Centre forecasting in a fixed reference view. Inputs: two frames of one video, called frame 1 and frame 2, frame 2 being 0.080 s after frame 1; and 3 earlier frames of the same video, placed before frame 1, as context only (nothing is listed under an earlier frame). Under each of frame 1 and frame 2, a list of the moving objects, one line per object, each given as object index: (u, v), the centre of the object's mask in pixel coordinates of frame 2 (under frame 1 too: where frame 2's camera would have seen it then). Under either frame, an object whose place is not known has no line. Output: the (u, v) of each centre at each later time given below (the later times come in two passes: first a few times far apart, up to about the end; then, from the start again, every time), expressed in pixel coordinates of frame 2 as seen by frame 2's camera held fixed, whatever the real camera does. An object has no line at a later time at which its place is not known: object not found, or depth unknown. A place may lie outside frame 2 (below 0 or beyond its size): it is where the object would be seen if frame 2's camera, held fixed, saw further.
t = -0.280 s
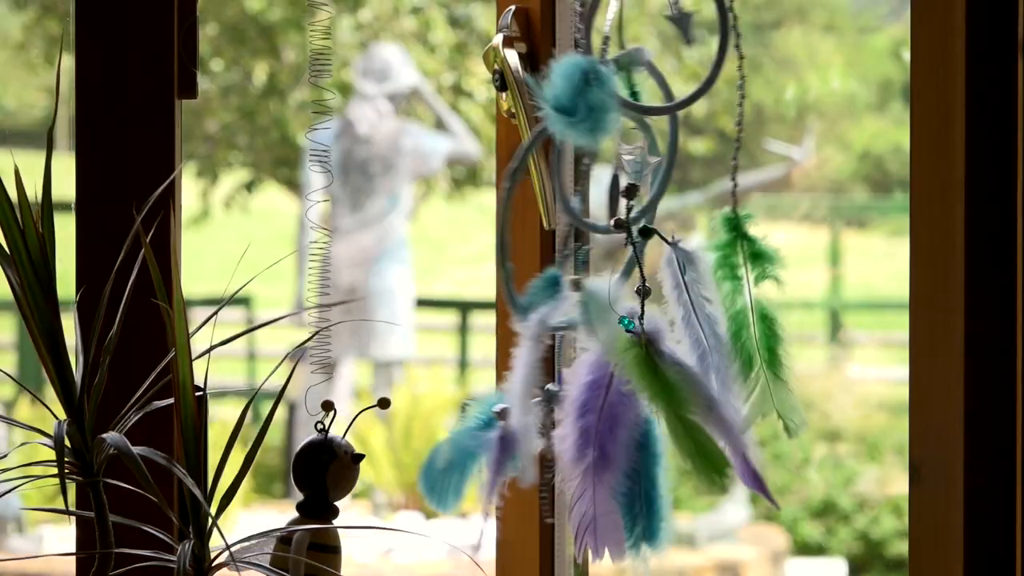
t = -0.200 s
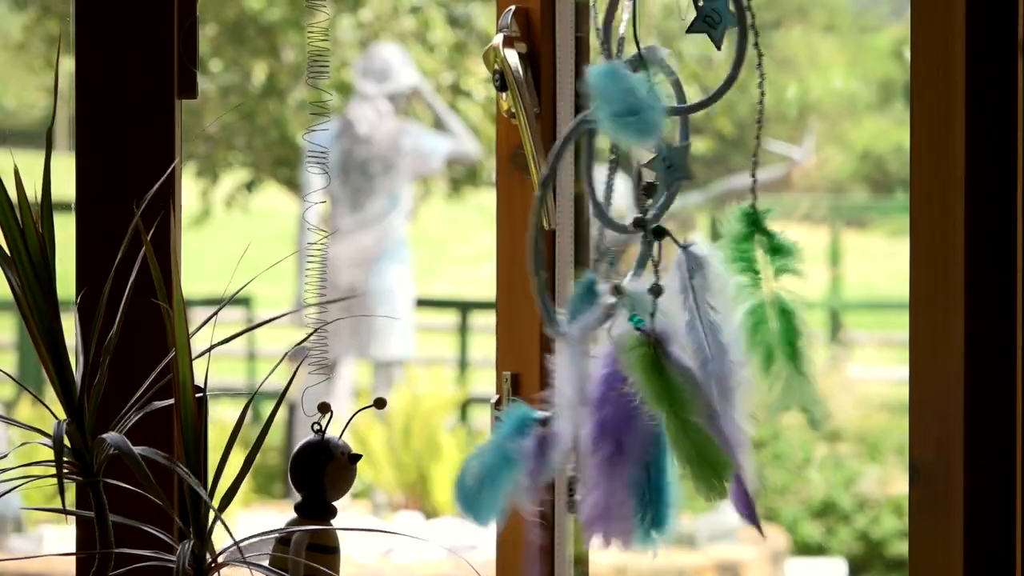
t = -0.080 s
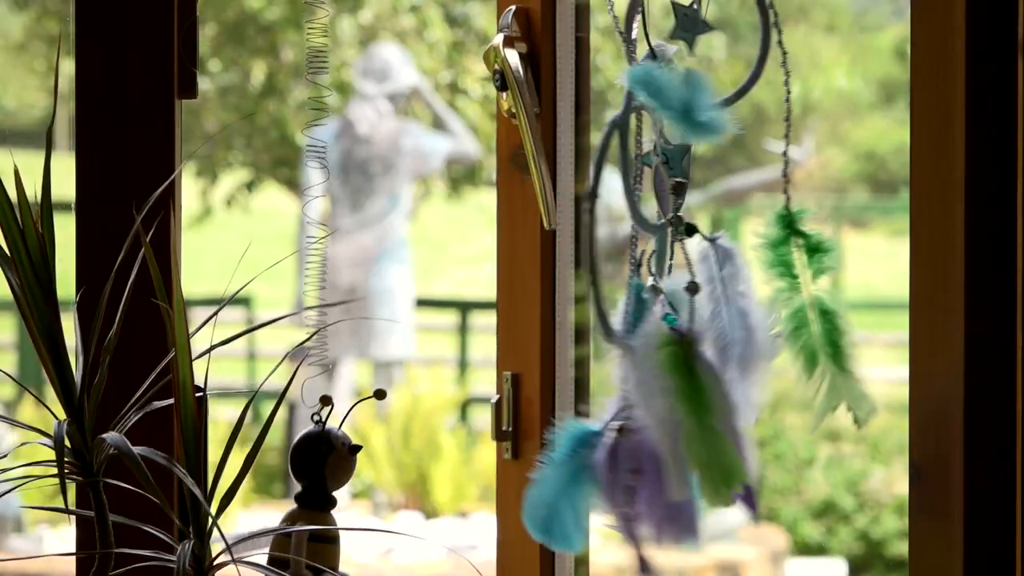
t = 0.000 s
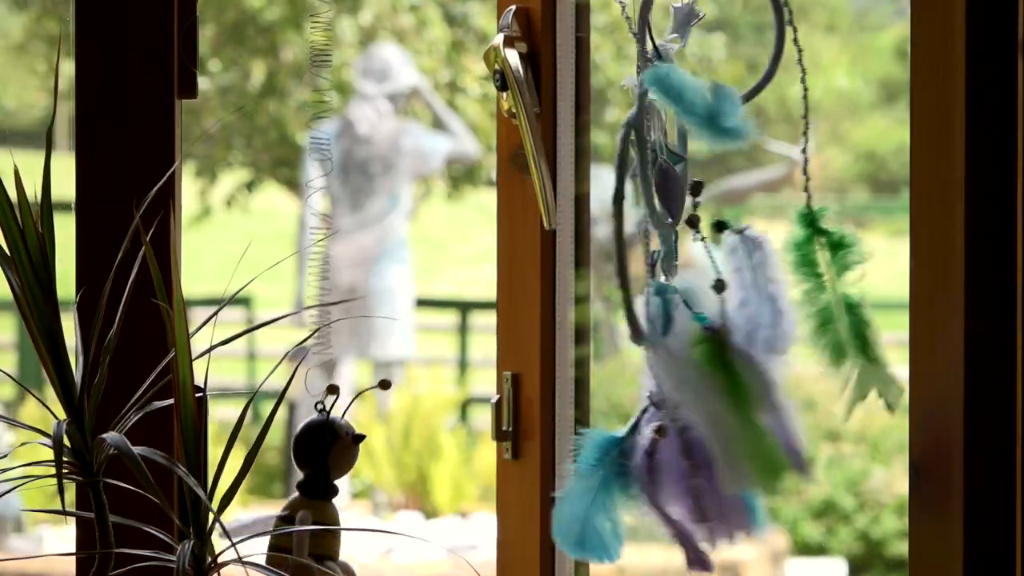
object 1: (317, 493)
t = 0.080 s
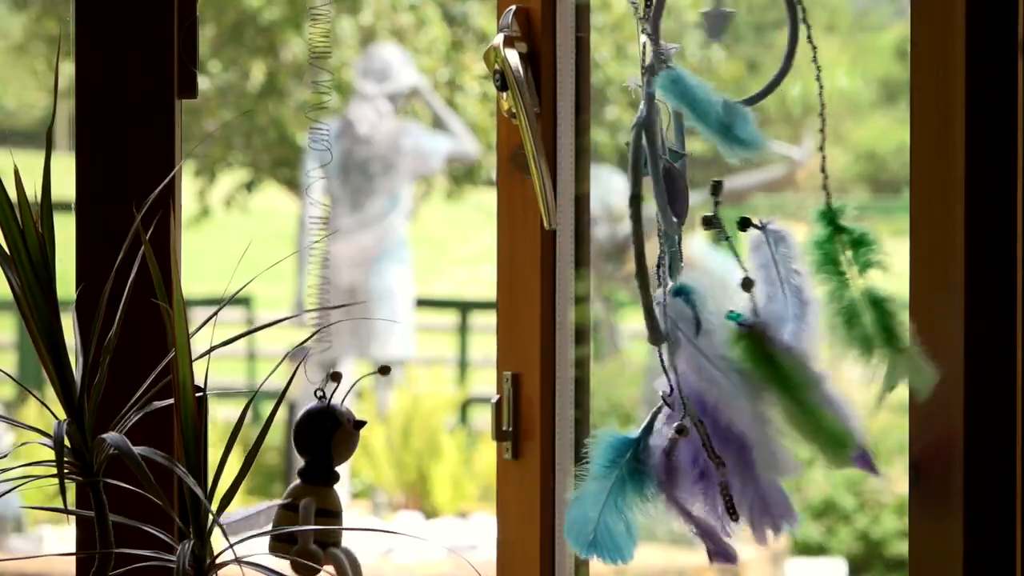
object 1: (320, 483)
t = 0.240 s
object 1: (325, 468)
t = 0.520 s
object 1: (330, 479)
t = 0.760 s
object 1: (325, 494)
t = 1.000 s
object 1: (320, 485)
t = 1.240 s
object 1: (311, 485)
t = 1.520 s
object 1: (316, 473)
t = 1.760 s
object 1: (319, 494)
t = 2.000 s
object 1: (321, 503)
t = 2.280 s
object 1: (325, 494)
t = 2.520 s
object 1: (327, 494)
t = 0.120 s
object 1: (319, 484)
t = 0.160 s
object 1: (322, 477)
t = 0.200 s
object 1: (324, 472)
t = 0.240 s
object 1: (325, 468)
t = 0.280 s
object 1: (326, 450)
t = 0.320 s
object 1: (327, 448)
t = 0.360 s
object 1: (328, 448)
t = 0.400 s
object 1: (328, 448)
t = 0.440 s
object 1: (330, 468)
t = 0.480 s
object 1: (330, 472)
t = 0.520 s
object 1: (330, 479)
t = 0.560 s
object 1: (329, 484)
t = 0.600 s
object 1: (330, 487)
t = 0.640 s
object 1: (329, 490)
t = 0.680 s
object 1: (327, 491)
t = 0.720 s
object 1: (326, 493)
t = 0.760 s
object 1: (325, 494)
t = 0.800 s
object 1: (325, 493)
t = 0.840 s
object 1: (325, 494)
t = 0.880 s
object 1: (326, 489)
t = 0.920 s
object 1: (322, 495)
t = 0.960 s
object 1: (320, 495)
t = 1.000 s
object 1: (320, 485)
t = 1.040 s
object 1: (316, 492)
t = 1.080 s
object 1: (314, 491)
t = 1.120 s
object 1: (313, 490)
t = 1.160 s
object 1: (312, 490)
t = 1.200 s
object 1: (311, 489)
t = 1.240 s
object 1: (311, 485)
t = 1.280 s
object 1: (310, 481)
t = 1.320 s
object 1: (310, 481)
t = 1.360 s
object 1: (313, 473)
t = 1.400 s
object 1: (312, 474)
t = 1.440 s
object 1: (314, 470)
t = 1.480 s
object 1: (316, 469)
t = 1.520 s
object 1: (316, 473)
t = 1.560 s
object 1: (317, 475)
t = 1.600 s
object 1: (317, 477)
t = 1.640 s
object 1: (319, 480)
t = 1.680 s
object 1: (316, 491)
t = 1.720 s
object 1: (318, 492)
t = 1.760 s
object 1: (319, 494)
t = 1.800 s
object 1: (320, 497)
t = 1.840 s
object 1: (321, 498)
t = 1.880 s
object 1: (321, 500)
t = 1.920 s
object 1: (323, 500)
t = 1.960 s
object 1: (323, 501)
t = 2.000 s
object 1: (321, 503)
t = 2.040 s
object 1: (324, 502)
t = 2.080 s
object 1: (322, 502)
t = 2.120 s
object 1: (323, 501)
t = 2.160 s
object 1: (325, 500)
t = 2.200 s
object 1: (326, 496)
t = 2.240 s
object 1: (324, 496)
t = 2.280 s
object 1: (325, 494)
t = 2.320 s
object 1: (325, 495)
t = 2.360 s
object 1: (325, 495)
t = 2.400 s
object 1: (325, 494)
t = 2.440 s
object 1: (328, 492)
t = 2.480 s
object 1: (327, 493)
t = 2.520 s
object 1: (327, 494)
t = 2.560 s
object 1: (330, 495)
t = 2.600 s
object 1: (330, 497)
